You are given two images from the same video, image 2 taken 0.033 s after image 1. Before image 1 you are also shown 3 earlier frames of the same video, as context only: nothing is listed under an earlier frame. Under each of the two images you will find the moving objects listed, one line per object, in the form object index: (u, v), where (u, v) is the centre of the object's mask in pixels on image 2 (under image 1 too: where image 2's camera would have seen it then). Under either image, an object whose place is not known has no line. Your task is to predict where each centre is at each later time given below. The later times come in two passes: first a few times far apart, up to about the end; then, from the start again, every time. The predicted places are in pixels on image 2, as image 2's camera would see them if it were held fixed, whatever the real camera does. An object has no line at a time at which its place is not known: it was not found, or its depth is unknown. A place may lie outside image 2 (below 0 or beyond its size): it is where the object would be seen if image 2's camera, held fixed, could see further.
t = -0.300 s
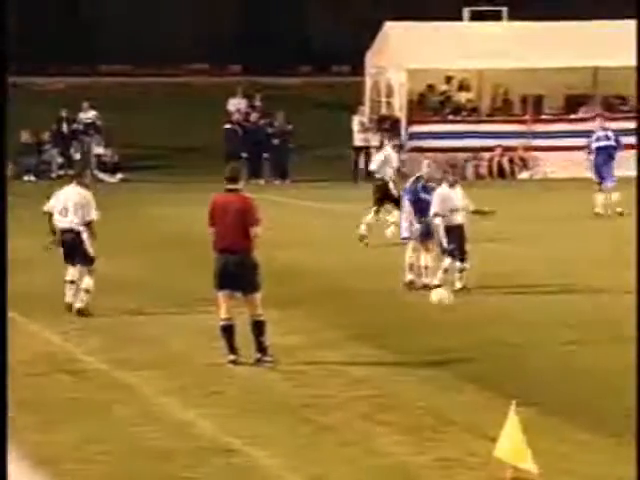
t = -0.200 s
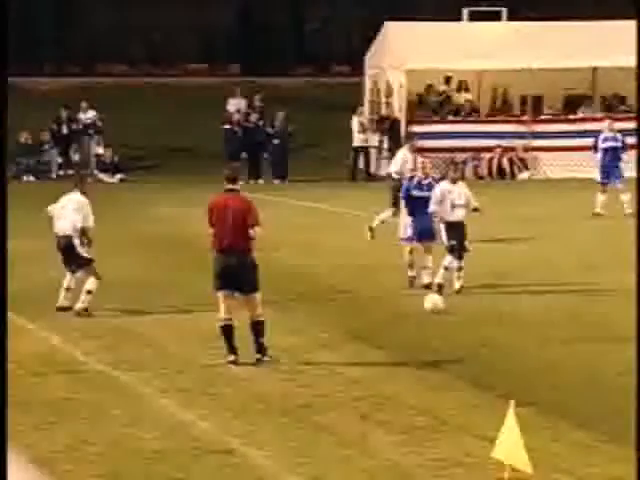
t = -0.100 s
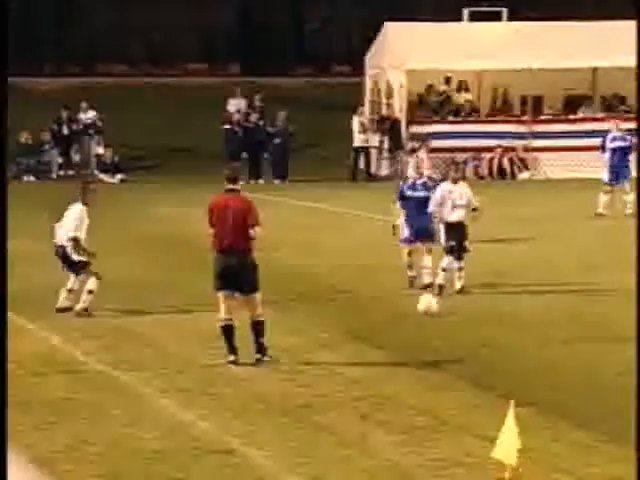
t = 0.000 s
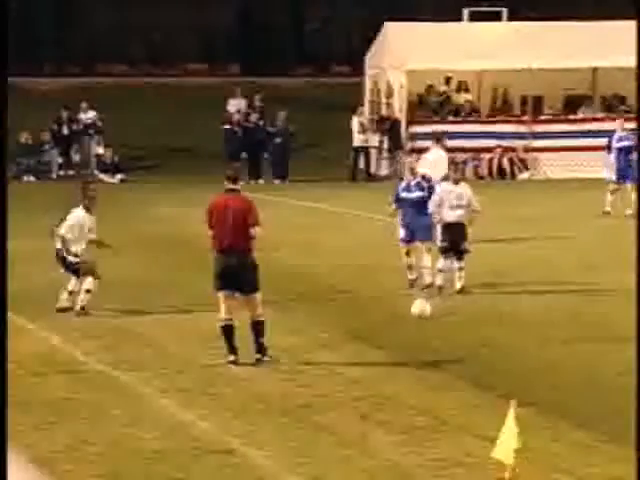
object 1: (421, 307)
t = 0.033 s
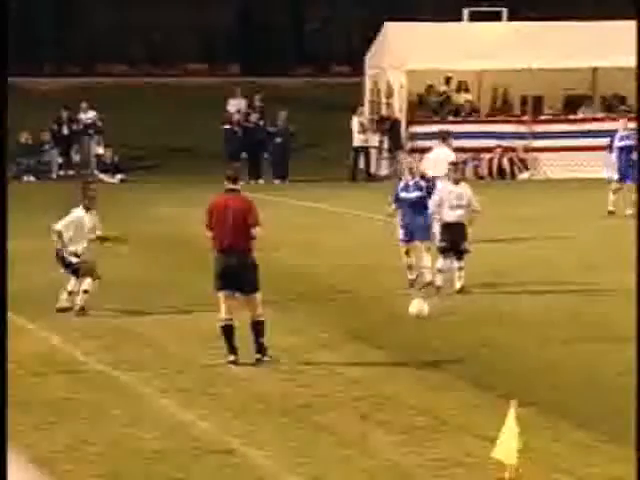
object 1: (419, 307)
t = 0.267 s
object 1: (403, 315)
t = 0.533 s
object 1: (386, 324)
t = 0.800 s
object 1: (367, 336)
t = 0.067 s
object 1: (417, 308)
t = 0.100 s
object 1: (414, 310)
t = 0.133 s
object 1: (412, 312)
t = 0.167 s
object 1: (409, 312)
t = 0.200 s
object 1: (407, 312)
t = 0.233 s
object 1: (406, 313)
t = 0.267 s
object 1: (403, 315)
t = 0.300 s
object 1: (402, 316)
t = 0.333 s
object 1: (399, 317)
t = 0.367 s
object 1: (397, 319)
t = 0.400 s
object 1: (395, 319)
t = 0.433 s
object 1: (393, 320)
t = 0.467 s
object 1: (390, 322)
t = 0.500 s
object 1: (388, 322)
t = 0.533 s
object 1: (386, 324)
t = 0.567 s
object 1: (384, 324)
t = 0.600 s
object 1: (382, 325)
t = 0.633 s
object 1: (380, 326)
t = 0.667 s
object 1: (377, 328)
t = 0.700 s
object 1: (374, 329)
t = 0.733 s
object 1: (372, 332)
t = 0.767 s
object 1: (369, 334)
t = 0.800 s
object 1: (367, 336)
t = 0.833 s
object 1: (365, 336)
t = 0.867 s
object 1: (362, 337)
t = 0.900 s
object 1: (359, 337)
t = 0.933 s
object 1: (357, 338)
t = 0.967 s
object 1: (354, 339)
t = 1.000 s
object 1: (352, 340)
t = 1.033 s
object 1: (350, 341)
